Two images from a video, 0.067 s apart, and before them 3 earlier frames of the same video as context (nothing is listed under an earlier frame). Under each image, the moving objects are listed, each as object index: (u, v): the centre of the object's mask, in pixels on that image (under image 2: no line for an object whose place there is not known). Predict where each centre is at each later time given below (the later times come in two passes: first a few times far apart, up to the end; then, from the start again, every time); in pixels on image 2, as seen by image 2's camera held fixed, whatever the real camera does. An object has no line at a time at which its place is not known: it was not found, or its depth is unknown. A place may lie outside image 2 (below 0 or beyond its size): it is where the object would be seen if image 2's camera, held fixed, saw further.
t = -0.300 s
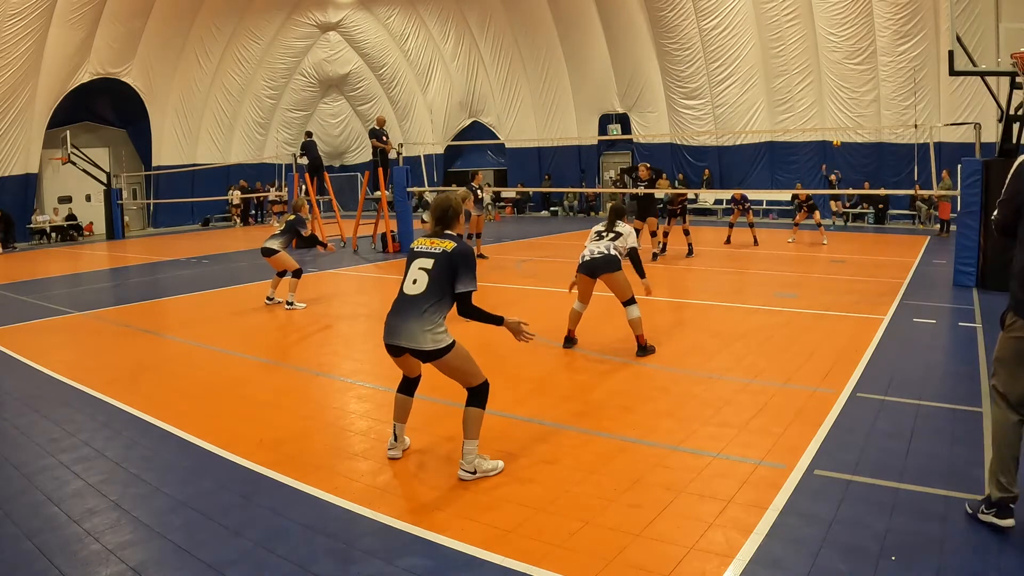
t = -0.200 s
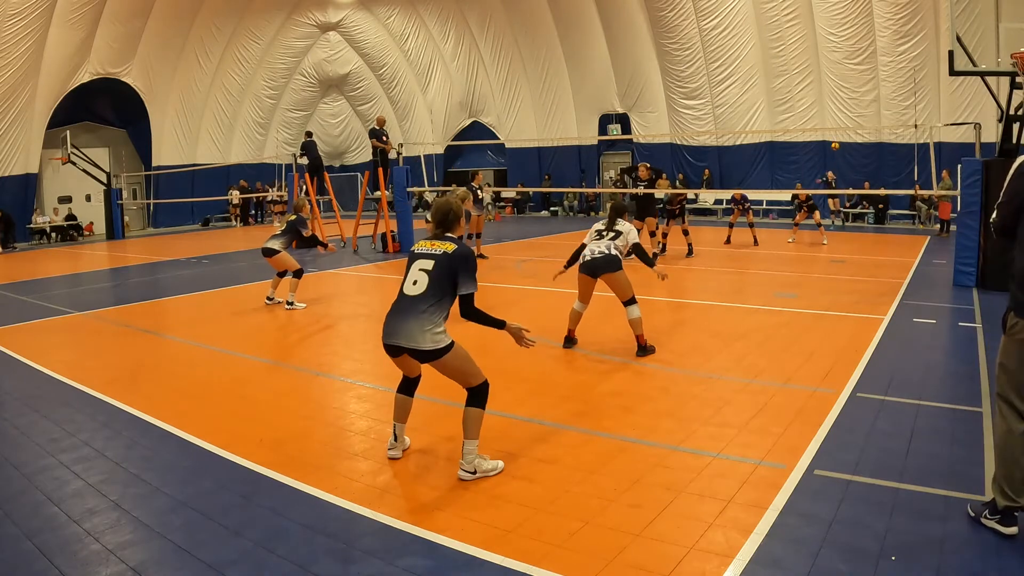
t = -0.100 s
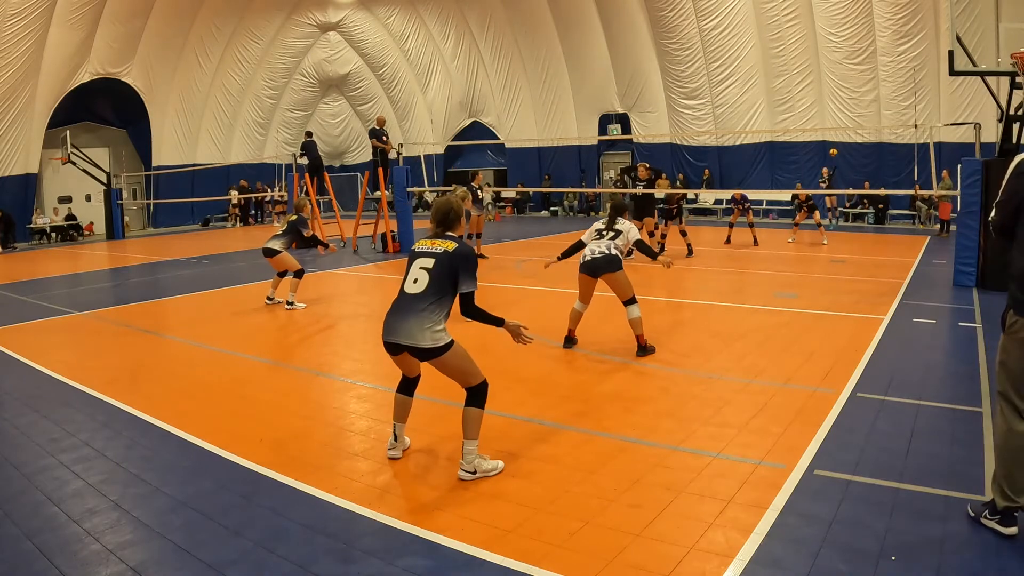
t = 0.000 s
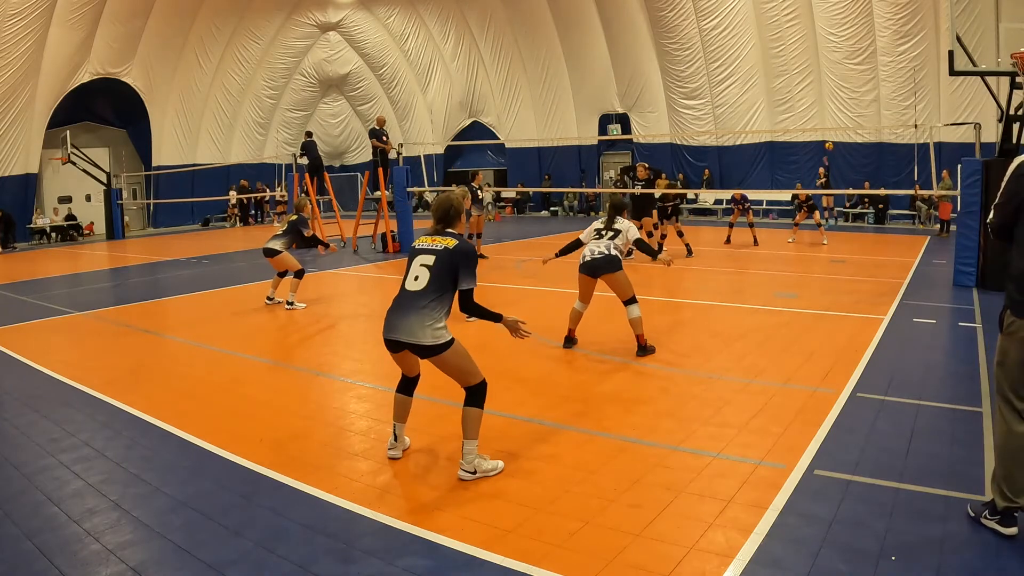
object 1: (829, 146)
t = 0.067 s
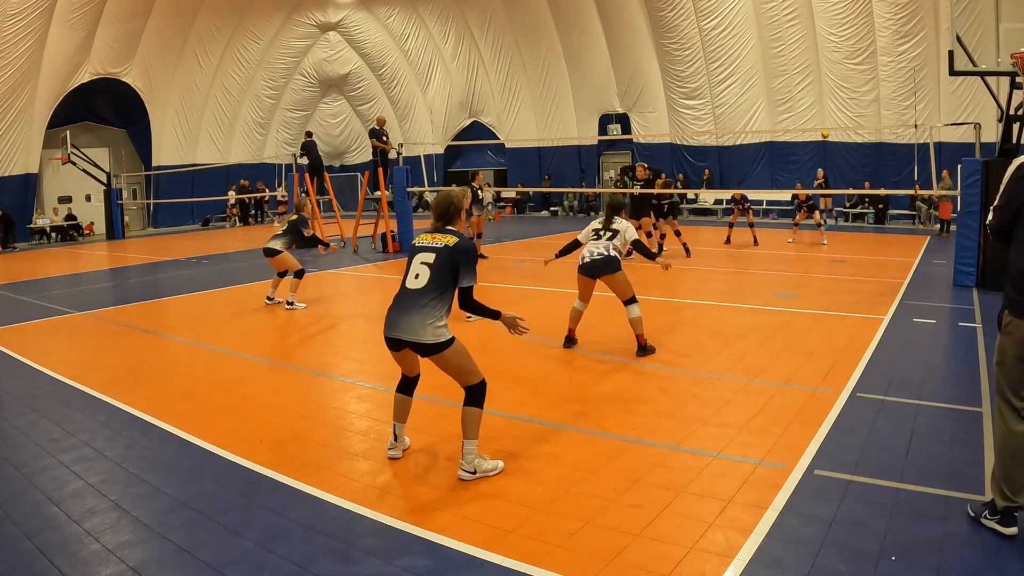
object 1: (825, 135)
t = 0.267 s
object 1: (812, 107)
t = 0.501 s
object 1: (794, 92)
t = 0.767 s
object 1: (766, 116)
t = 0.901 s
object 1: (744, 157)
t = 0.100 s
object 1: (822, 131)
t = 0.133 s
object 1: (820, 124)
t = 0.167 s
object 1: (819, 119)
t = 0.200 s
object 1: (816, 115)
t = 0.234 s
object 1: (814, 111)
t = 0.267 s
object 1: (812, 107)
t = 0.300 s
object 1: (810, 104)
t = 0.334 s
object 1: (808, 101)
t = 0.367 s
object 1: (805, 98)
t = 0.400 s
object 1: (803, 95)
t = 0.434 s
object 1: (800, 94)
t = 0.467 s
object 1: (797, 92)
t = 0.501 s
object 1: (794, 92)
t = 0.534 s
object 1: (791, 92)
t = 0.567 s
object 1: (788, 93)
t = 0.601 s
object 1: (786, 95)
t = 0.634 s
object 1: (782, 97)
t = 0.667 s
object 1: (778, 100)
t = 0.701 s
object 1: (775, 104)
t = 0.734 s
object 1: (770, 109)
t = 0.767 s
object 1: (766, 116)
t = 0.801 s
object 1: (761, 124)
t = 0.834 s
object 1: (755, 133)
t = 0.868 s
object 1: (750, 144)
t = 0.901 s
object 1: (744, 157)
